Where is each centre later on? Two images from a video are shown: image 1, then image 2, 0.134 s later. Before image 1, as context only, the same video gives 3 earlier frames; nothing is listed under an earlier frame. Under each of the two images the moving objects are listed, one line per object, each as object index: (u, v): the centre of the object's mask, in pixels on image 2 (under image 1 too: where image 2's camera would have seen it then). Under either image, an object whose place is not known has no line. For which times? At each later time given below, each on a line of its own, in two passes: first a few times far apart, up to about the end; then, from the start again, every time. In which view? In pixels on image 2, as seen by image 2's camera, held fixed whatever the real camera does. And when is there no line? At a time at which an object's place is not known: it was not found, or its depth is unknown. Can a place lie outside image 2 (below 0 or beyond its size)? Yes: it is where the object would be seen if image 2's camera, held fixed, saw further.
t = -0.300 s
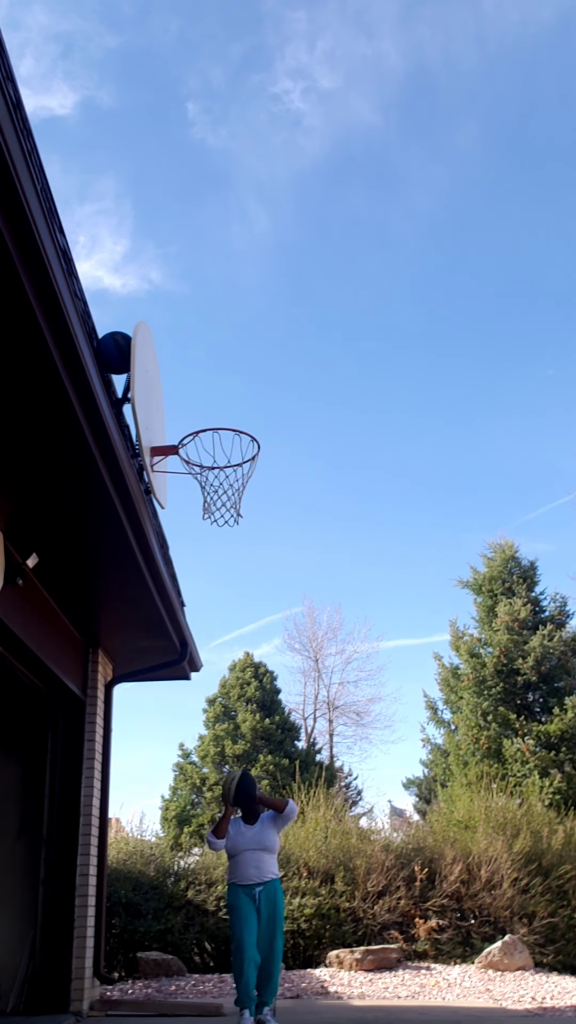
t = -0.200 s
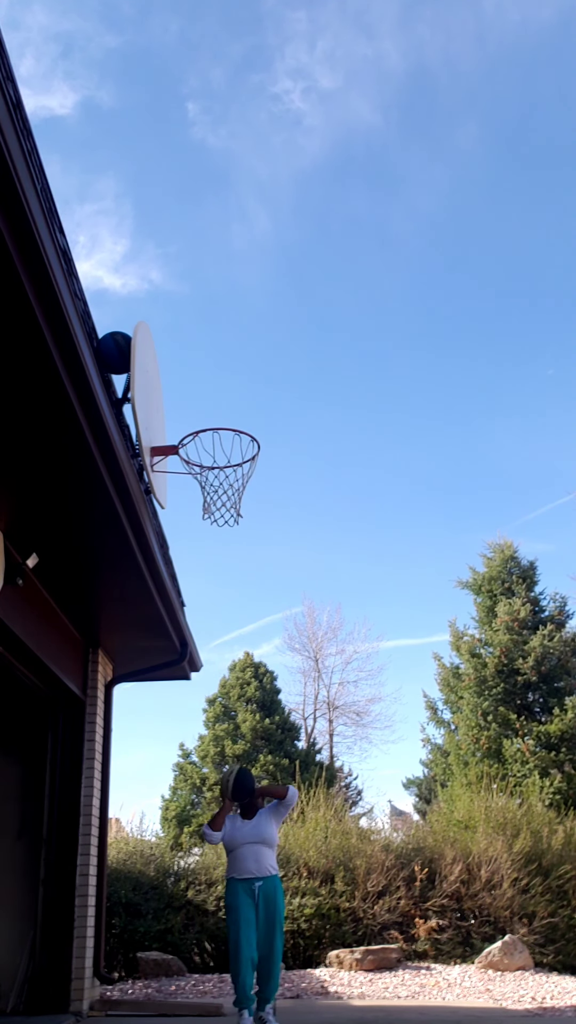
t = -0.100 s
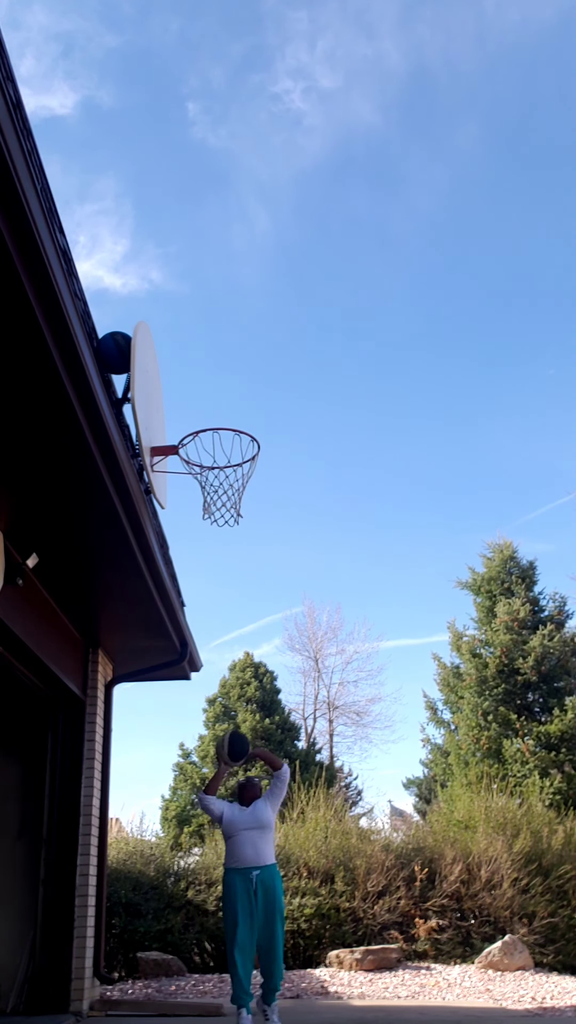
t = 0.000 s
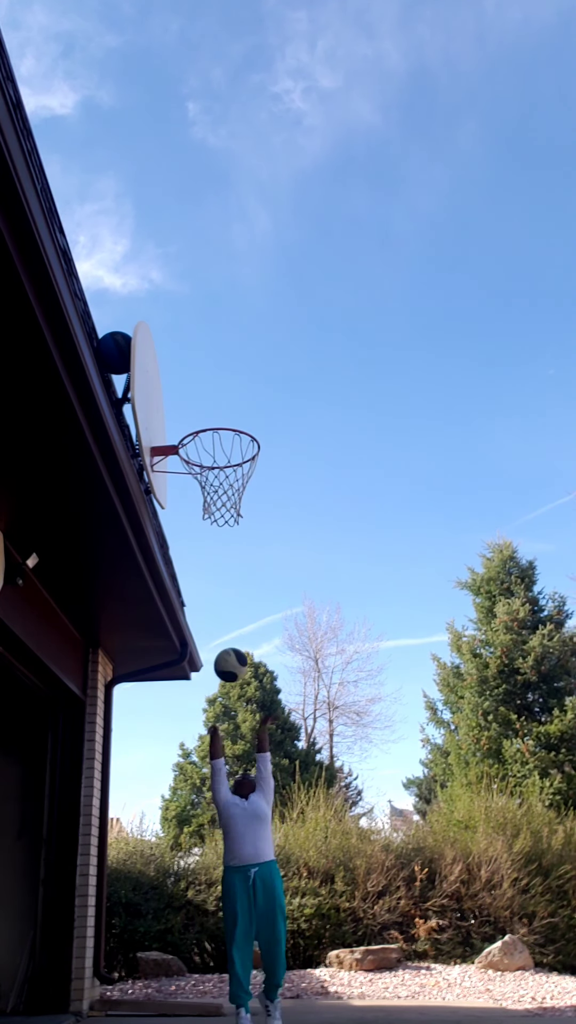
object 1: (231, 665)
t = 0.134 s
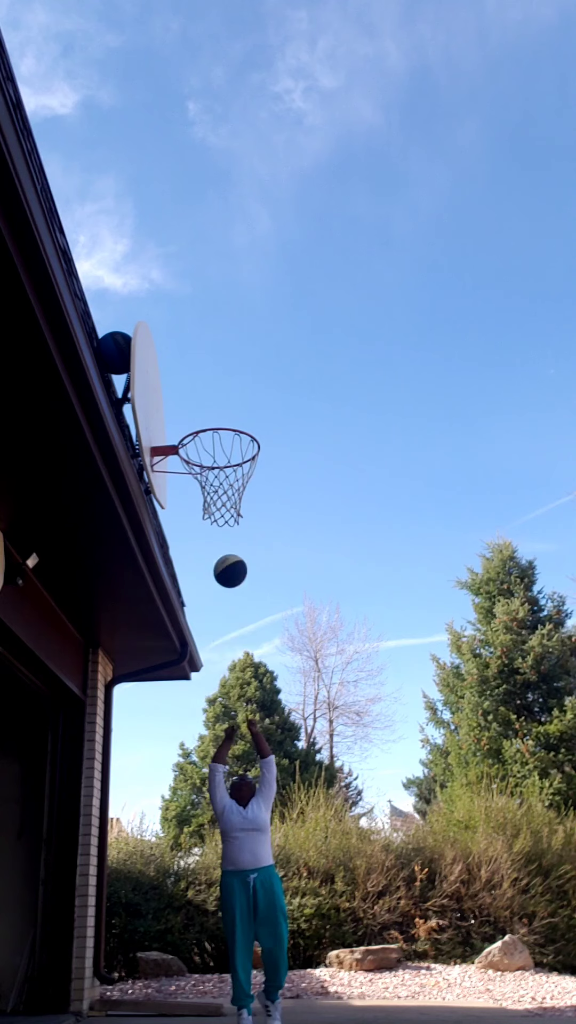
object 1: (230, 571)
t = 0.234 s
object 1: (230, 518)
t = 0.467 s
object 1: (231, 443)
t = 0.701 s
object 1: (236, 437)
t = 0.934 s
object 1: (226, 431)
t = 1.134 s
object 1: (213, 461)
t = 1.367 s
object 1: (204, 510)
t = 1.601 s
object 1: (203, 639)
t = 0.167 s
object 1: (230, 552)
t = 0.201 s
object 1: (230, 534)
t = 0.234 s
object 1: (230, 518)
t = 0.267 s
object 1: (230, 503)
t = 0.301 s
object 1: (230, 490)
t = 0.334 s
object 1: (231, 478)
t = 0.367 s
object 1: (231, 467)
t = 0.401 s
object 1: (231, 457)
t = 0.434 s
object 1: (231, 449)
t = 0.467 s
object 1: (231, 443)
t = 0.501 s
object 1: (232, 438)
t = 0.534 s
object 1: (232, 434)
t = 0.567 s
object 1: (233, 431)
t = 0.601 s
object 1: (234, 431)
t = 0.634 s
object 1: (234, 431)
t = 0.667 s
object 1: (235, 433)
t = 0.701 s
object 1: (236, 437)
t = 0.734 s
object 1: (237, 442)
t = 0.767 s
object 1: (237, 445)
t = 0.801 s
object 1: (234, 439)
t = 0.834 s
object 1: (232, 435)
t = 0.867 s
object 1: (230, 432)
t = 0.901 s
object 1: (228, 431)
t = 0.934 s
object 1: (226, 431)
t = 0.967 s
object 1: (224, 433)
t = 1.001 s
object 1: (222, 437)
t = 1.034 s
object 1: (220, 442)
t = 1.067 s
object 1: (218, 449)
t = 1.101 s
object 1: (216, 456)
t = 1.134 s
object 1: (213, 461)
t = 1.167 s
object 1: (210, 466)
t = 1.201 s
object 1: (207, 470)
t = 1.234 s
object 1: (206, 476)
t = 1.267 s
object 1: (205, 482)
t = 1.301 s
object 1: (205, 489)
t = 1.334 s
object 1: (205, 499)
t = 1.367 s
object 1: (204, 510)
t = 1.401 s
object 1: (204, 522)
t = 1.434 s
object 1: (204, 537)
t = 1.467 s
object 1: (204, 553)
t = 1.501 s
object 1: (204, 572)
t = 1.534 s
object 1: (203, 592)
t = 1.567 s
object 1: (203, 615)
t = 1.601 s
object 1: (203, 639)
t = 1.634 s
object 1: (204, 667)
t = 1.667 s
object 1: (203, 696)
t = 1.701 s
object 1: (203, 728)
